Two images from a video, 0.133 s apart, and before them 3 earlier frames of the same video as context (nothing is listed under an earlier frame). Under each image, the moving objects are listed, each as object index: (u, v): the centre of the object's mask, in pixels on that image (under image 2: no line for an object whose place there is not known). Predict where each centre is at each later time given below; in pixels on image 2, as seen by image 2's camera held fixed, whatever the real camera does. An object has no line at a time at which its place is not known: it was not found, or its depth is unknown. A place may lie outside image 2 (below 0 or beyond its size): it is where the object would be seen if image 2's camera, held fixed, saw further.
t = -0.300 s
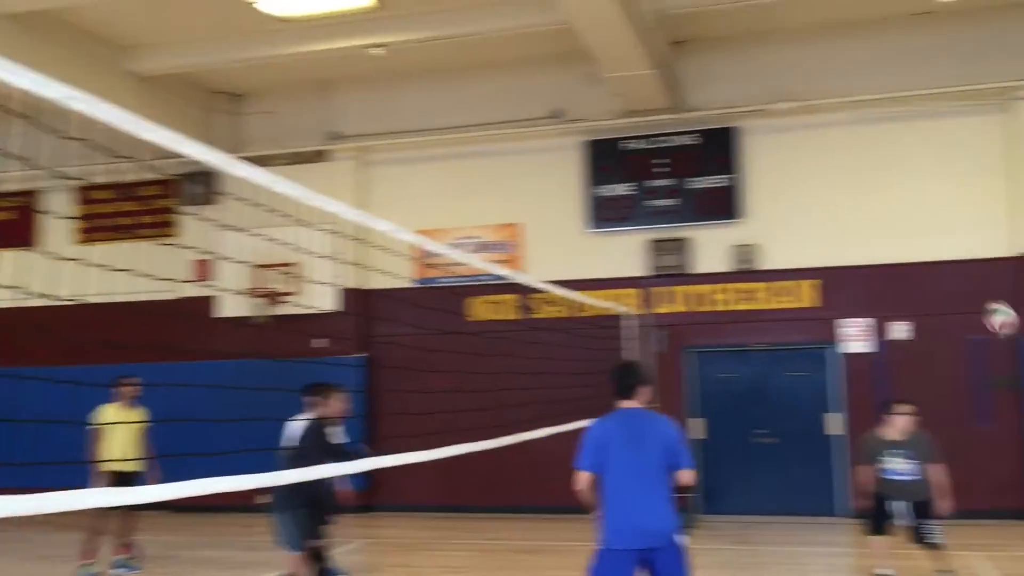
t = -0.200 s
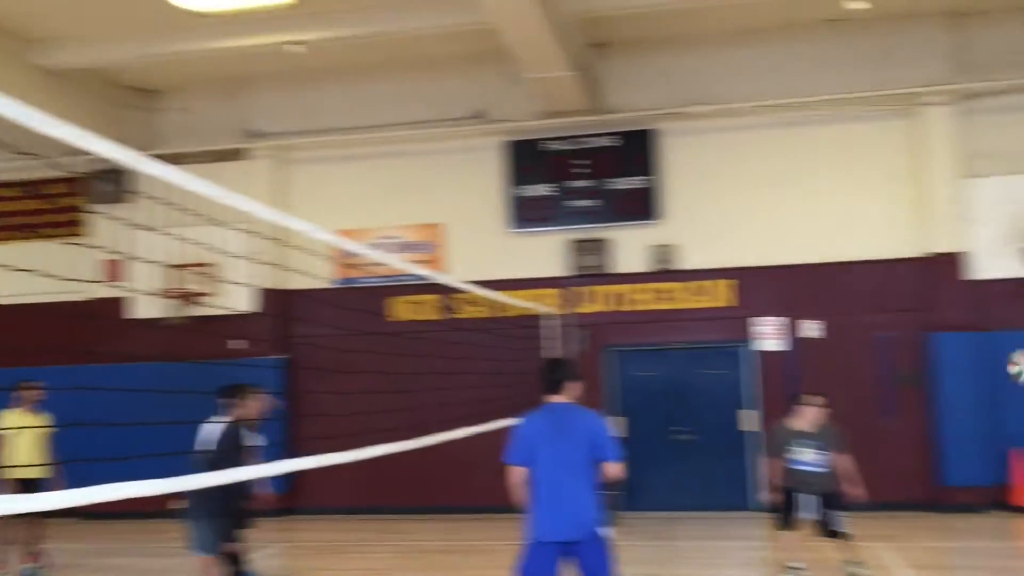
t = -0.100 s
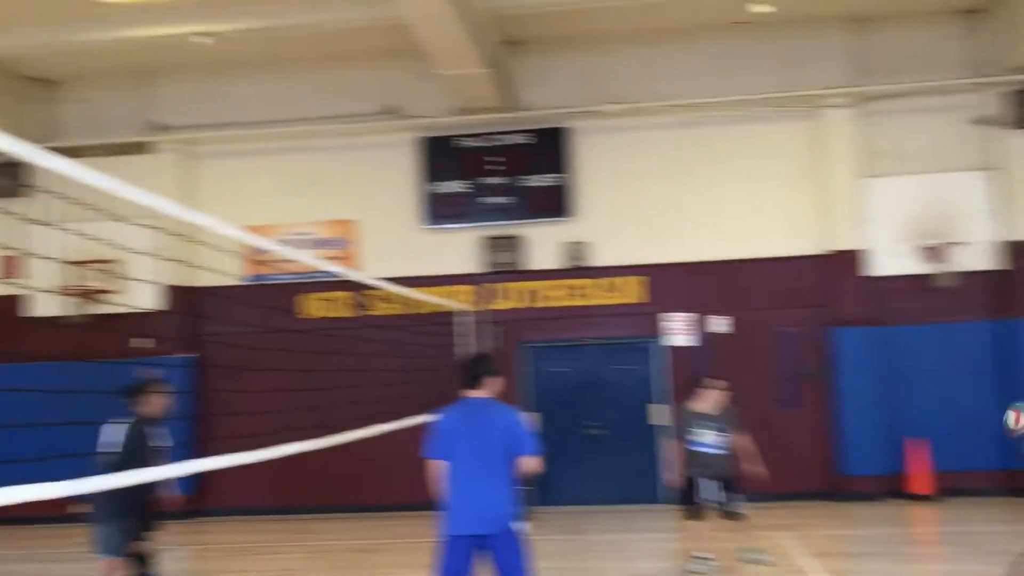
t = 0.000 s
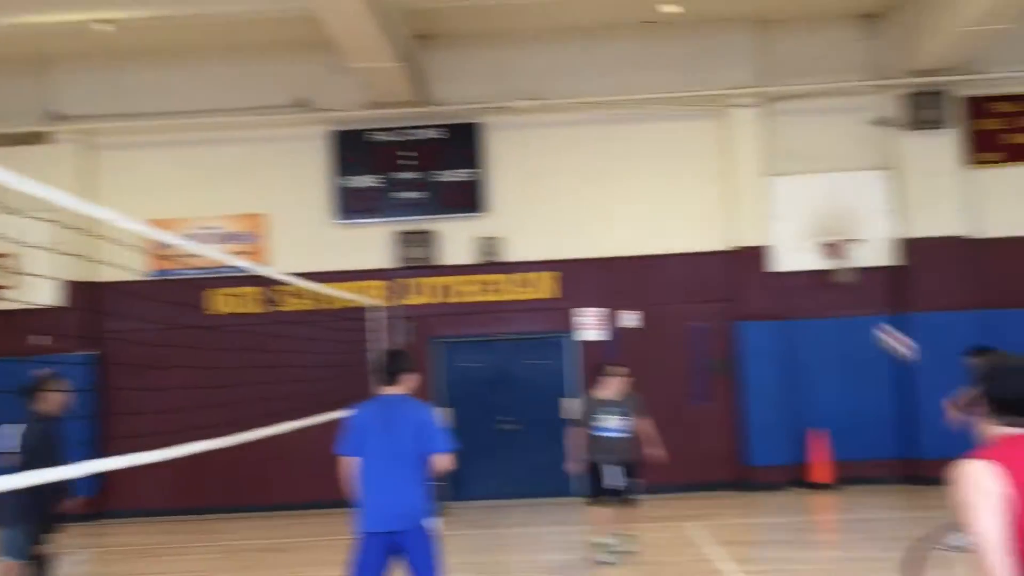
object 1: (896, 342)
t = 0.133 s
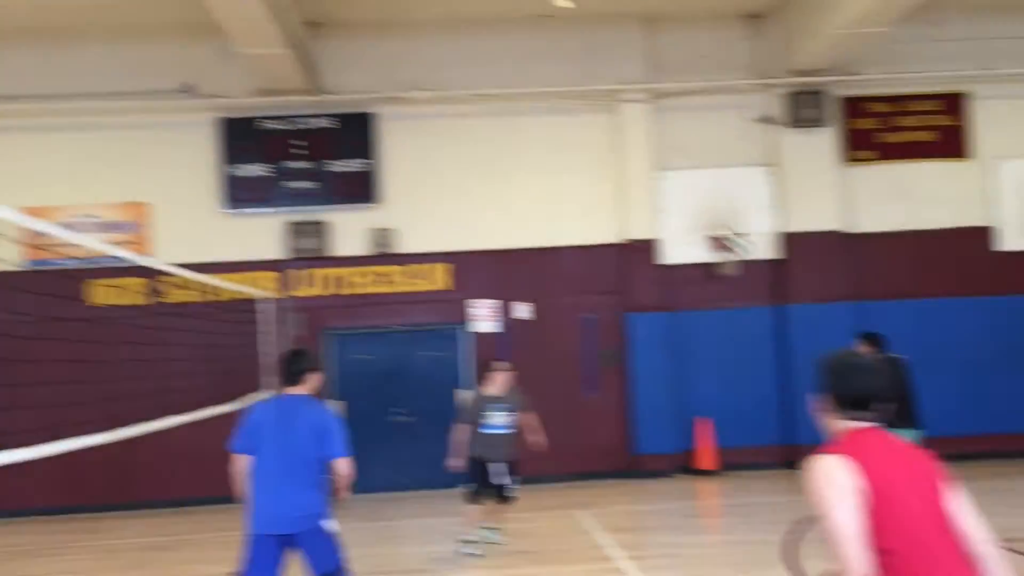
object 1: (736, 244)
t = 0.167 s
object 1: (726, 224)
